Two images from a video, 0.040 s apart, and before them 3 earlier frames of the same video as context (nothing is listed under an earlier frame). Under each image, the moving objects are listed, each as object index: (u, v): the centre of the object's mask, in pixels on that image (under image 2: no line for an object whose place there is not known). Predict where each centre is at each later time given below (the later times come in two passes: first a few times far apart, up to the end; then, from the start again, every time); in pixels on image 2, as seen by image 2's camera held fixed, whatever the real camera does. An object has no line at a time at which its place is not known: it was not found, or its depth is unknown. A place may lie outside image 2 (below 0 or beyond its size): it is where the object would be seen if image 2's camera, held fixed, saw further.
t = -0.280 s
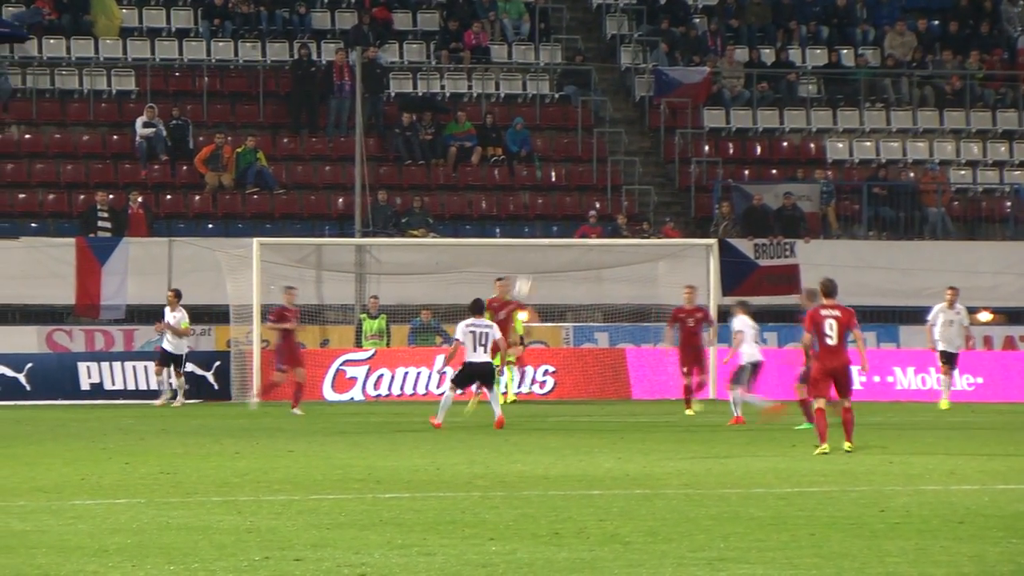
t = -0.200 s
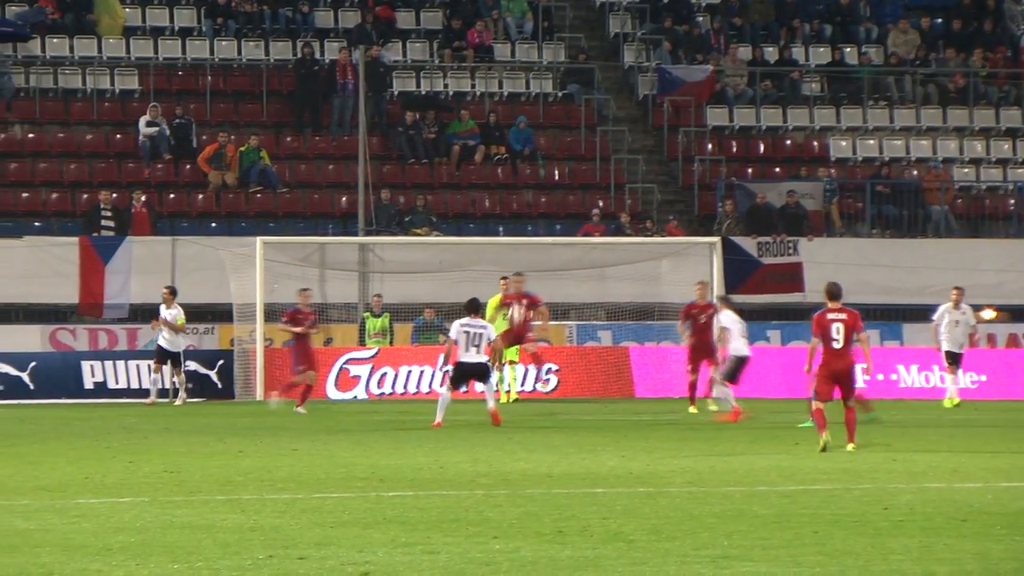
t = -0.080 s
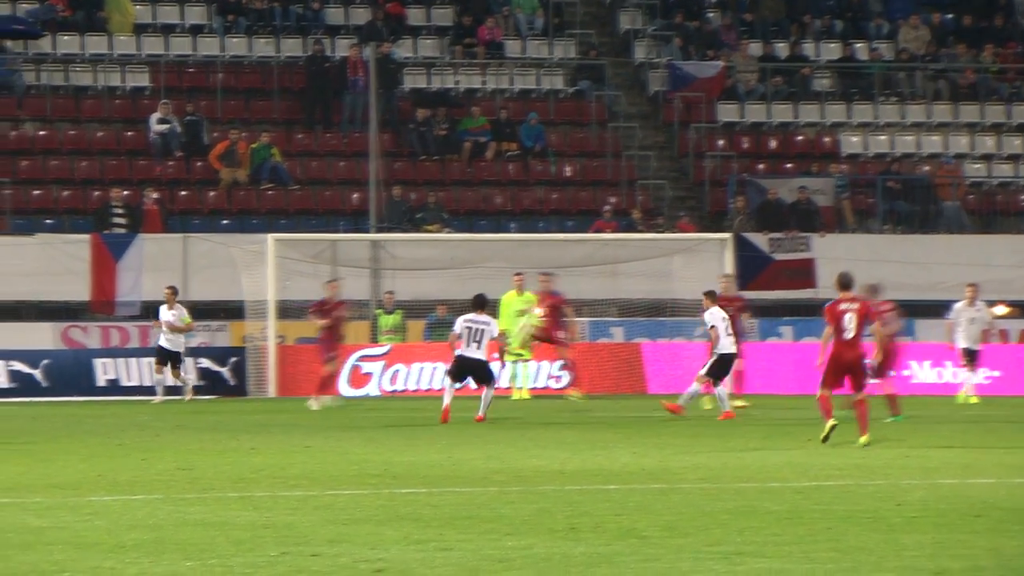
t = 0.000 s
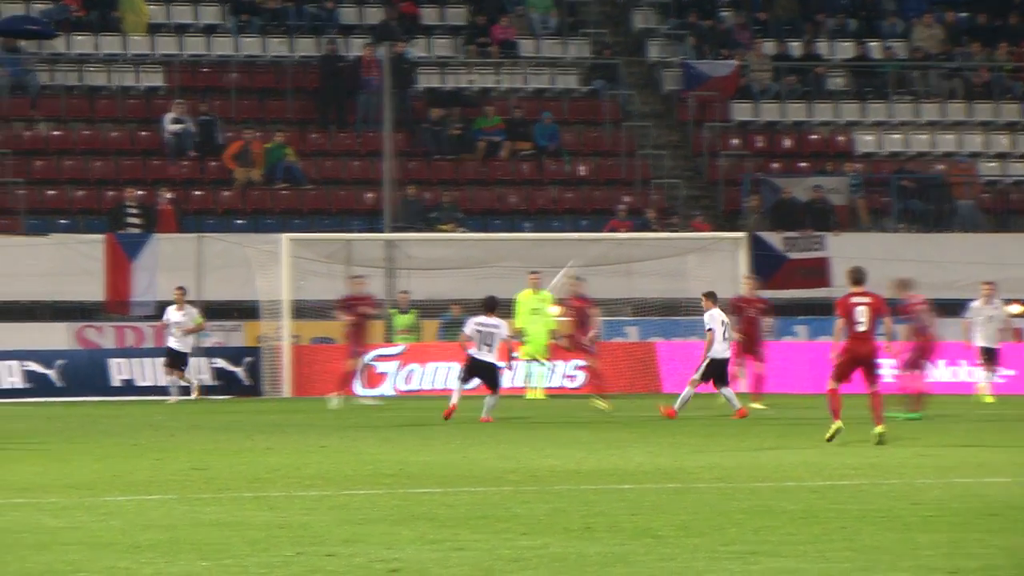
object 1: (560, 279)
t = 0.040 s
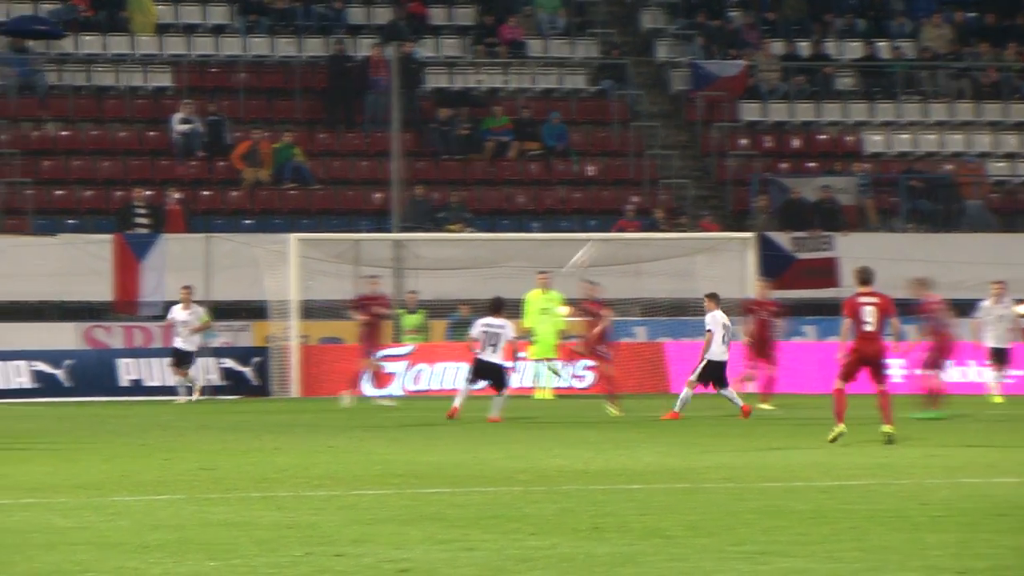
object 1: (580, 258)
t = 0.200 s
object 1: (633, 181)
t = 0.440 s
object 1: (713, 99)
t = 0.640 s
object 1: (784, 65)
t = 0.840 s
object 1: (858, 66)
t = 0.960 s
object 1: (907, 83)
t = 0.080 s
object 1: (596, 235)
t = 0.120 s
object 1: (608, 216)
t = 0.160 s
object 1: (620, 198)
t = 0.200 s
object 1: (633, 181)
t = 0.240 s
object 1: (645, 165)
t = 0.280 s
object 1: (660, 149)
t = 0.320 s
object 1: (673, 135)
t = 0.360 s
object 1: (686, 123)
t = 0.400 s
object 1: (699, 110)
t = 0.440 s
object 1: (713, 99)
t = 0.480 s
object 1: (727, 90)
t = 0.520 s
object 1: (741, 82)
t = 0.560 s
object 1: (755, 75)
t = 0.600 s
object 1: (769, 70)
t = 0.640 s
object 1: (784, 65)
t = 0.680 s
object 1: (798, 63)
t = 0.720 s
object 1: (813, 61)
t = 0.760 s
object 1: (828, 62)
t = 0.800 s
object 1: (843, 63)
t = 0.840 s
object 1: (858, 66)
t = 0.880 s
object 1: (874, 70)
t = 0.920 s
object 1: (890, 76)
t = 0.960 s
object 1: (907, 83)
